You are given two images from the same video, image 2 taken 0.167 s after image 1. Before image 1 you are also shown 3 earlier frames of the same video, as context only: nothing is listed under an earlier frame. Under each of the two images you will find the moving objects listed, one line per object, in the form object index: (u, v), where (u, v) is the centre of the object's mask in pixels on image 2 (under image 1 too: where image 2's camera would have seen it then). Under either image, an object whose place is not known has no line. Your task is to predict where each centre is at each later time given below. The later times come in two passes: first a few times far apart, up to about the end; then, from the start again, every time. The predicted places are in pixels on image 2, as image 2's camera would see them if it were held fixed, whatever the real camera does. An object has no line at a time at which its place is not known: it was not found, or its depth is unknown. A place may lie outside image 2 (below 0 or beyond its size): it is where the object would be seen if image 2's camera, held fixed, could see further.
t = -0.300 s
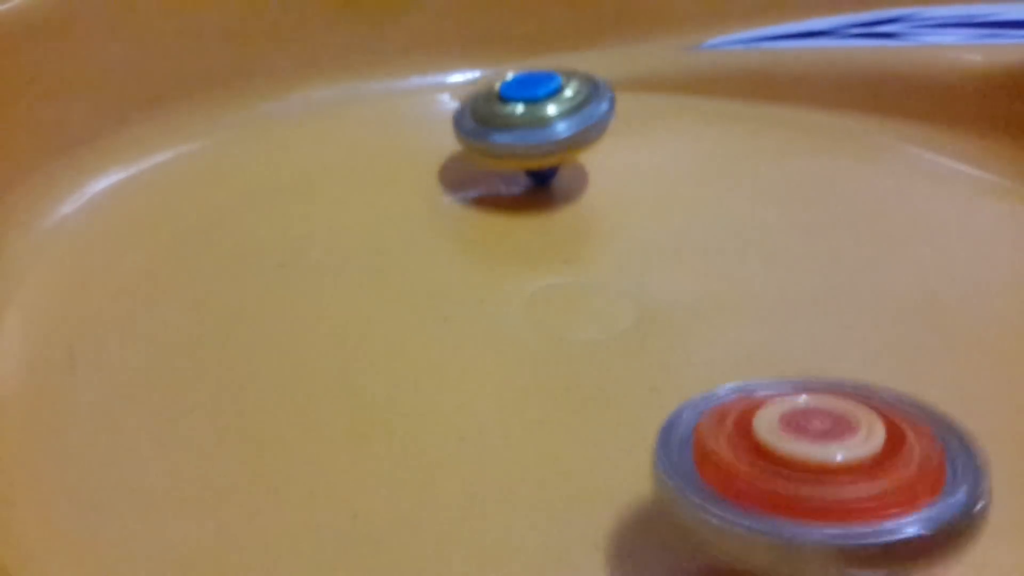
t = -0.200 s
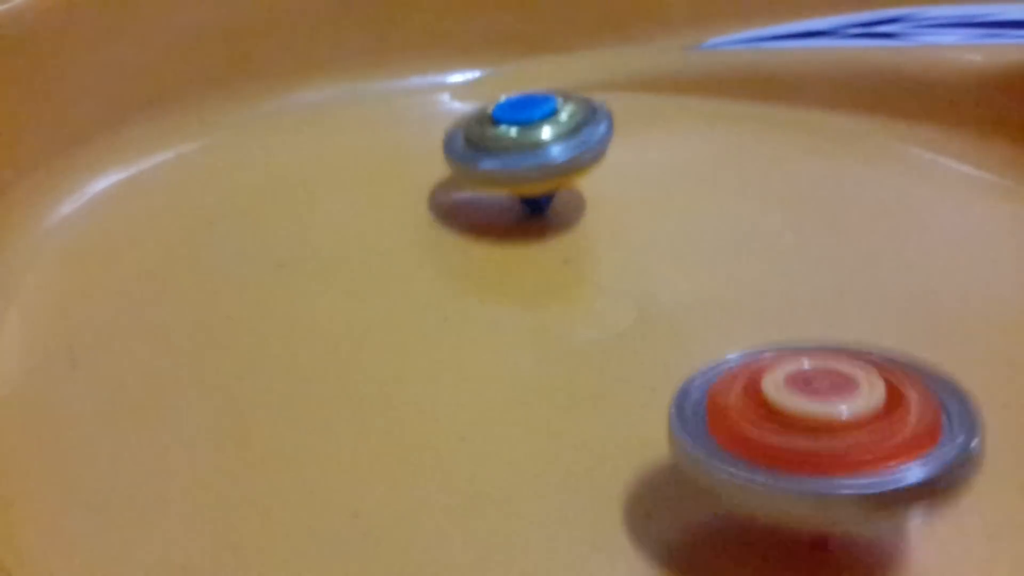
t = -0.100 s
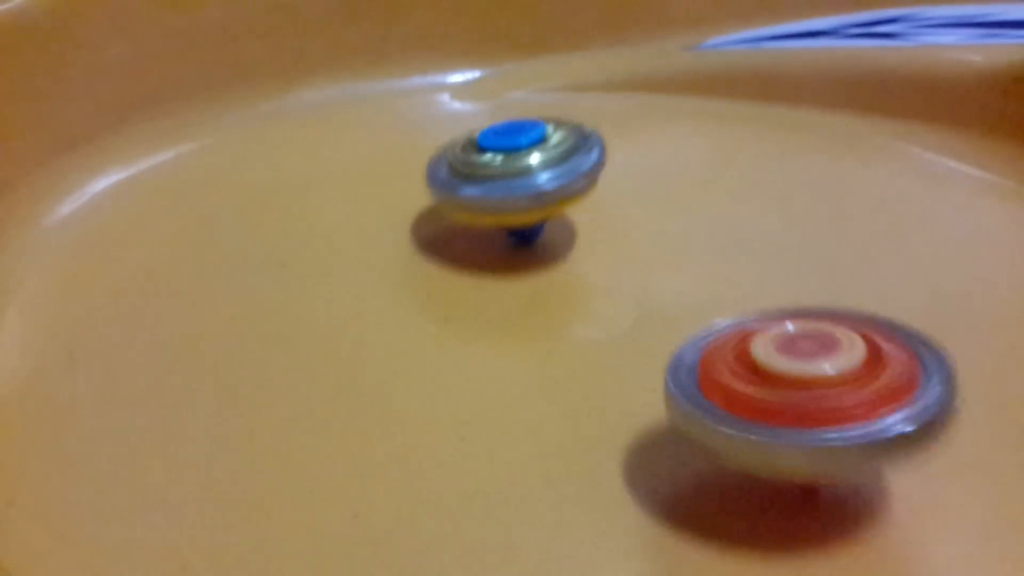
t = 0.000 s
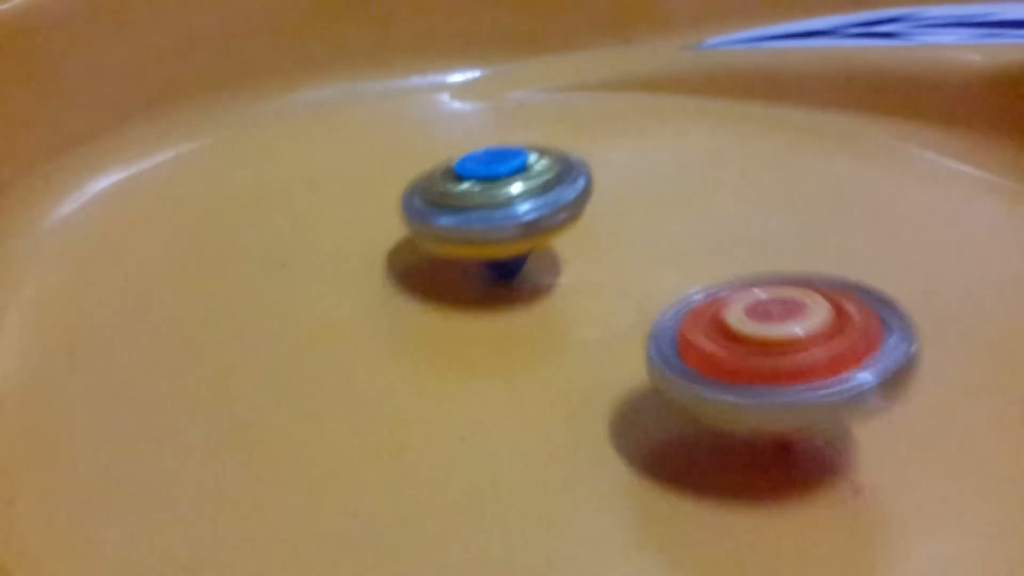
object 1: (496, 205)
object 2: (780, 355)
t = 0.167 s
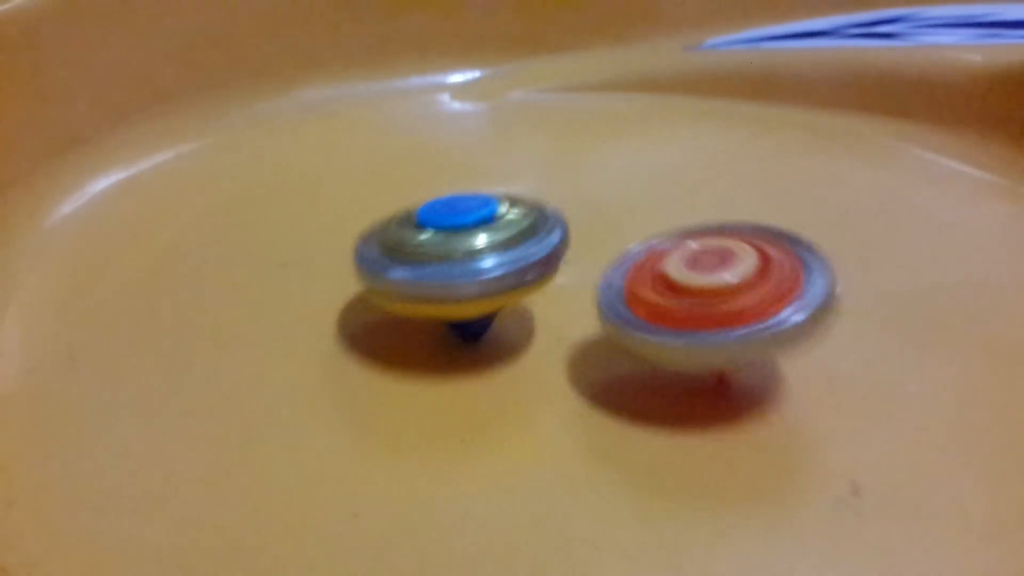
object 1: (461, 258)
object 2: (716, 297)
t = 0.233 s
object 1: (443, 277)
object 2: (691, 279)
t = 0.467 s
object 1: (364, 320)
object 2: (586, 226)
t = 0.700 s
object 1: (287, 330)
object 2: (499, 181)
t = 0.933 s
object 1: (259, 312)
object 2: (410, 158)
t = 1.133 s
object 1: (283, 288)
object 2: (337, 157)
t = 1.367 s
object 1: (371, 268)
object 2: (274, 168)
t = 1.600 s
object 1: (504, 268)
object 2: (291, 208)
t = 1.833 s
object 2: (394, 247)
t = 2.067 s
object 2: (529, 261)
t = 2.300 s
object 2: (650, 250)
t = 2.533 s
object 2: (724, 223)
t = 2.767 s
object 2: (753, 182)
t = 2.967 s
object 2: (729, 153)
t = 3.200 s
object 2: (672, 128)
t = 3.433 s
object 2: (595, 118)
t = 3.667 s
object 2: (482, 82)
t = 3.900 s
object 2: (421, 84)
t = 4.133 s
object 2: (392, 111)
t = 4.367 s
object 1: (638, 210)
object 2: (415, 154)
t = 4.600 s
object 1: (850, 242)
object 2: (254, 134)
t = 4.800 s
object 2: (237, 139)
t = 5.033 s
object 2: (300, 158)
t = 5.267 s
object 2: (405, 175)
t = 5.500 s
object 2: (516, 175)
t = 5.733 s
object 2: (608, 160)
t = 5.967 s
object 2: (587, 95)
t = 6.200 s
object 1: (712, 222)
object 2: (559, 68)
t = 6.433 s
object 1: (698, 201)
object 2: (503, 63)
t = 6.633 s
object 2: (463, 85)
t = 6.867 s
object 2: (462, 124)
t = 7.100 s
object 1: (718, 186)
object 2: (530, 163)
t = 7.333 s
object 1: (780, 196)
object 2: (555, 166)
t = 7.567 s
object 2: (556, 144)
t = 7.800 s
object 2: (559, 118)
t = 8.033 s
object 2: (542, 107)
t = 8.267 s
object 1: (665, 234)
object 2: (531, 116)
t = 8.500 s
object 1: (615, 236)
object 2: (543, 119)
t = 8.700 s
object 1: (598, 259)
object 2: (557, 104)
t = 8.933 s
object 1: (571, 262)
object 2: (578, 117)
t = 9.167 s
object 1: (555, 255)
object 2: (603, 140)
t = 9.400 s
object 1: (511, 279)
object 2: (658, 145)
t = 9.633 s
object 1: (471, 324)
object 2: (726, 120)
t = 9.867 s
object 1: (448, 329)
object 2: (752, 104)
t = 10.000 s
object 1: (452, 323)
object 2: (751, 99)
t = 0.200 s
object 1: (452, 268)
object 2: (702, 287)
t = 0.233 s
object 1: (443, 277)
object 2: (691, 279)
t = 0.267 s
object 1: (434, 284)
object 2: (676, 269)
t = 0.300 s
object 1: (425, 292)
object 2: (663, 261)
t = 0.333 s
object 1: (414, 298)
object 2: (647, 254)
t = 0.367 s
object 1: (402, 305)
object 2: (629, 249)
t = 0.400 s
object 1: (389, 311)
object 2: (611, 240)
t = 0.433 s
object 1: (377, 316)
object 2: (598, 233)
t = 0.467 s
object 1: (364, 320)
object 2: (586, 226)
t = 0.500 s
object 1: (351, 323)
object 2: (572, 219)
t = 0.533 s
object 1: (339, 326)
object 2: (557, 213)
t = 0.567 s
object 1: (327, 328)
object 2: (544, 205)
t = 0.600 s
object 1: (315, 330)
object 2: (534, 198)
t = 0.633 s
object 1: (303, 330)
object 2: (523, 193)
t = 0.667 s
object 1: (294, 330)
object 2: (512, 186)
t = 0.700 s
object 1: (287, 330)
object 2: (499, 181)
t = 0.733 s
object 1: (278, 328)
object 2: (487, 176)
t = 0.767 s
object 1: (272, 326)
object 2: (475, 172)
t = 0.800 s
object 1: (267, 325)
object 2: (461, 168)
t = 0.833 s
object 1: (264, 322)
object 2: (449, 165)
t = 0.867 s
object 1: (261, 320)
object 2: (436, 162)
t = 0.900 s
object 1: (260, 316)
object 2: (422, 160)
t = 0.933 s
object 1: (259, 312)
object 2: (410, 158)
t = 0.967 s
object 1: (259, 309)
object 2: (398, 156)
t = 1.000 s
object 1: (263, 305)
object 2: (385, 157)
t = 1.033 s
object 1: (265, 301)
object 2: (372, 158)
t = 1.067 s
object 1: (269, 296)
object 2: (361, 155)
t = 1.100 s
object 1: (275, 293)
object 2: (349, 157)
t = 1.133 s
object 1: (283, 288)
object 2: (337, 157)
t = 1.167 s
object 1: (292, 284)
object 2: (327, 157)
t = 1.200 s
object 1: (301, 279)
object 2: (318, 157)
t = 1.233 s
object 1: (312, 273)
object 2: (309, 156)
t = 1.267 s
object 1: (326, 273)
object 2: (299, 159)
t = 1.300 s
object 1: (340, 270)
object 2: (290, 162)
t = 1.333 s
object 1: (356, 270)
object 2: (282, 164)
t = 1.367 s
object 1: (371, 268)
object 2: (274, 168)
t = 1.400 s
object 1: (388, 267)
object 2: (268, 173)
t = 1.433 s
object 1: (406, 266)
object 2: (267, 180)
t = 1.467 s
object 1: (425, 265)
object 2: (268, 185)
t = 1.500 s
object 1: (444, 264)
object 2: (270, 192)
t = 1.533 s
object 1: (464, 264)
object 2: (274, 197)
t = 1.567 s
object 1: (483, 265)
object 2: (281, 203)
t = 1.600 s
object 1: (504, 268)
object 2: (291, 208)
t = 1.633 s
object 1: (527, 270)
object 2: (302, 214)
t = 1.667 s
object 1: (550, 275)
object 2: (315, 221)
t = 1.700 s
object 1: (577, 278)
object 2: (329, 226)
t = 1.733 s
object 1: (601, 278)
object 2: (345, 232)
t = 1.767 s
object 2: (362, 238)
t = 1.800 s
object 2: (378, 242)
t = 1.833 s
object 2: (394, 247)
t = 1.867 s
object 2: (411, 251)
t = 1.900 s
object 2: (429, 254)
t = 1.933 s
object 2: (447, 256)
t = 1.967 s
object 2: (468, 259)
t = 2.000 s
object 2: (488, 260)
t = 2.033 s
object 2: (508, 261)
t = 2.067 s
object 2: (529, 261)
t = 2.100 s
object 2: (549, 261)
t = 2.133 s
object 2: (567, 261)
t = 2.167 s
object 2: (587, 257)
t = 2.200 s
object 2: (605, 256)
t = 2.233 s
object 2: (623, 254)
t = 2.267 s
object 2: (638, 254)
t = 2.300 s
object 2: (650, 250)
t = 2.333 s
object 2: (662, 249)
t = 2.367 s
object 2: (674, 244)
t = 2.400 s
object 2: (686, 241)
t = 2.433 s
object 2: (697, 237)
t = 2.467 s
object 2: (707, 233)
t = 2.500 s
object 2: (717, 228)
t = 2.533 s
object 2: (724, 223)
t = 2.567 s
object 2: (731, 217)
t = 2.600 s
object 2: (739, 211)
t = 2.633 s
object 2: (743, 205)
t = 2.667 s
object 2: (748, 199)
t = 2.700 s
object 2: (751, 194)
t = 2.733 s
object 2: (752, 188)
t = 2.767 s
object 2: (753, 182)
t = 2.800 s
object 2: (752, 176)
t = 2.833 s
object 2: (749, 171)
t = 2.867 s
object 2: (745, 166)
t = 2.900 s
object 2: (741, 162)
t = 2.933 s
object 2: (735, 157)
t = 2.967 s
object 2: (729, 153)
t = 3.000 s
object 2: (723, 148)
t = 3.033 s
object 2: (715, 145)
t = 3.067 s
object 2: (709, 140)
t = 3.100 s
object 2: (701, 136)
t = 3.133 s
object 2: (692, 133)
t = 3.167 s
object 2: (683, 131)
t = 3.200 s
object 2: (672, 128)
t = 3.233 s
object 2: (662, 125)
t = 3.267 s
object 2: (652, 124)
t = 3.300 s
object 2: (641, 124)
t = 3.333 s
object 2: (630, 122)
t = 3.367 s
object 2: (620, 121)
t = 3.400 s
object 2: (606, 120)
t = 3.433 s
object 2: (595, 118)
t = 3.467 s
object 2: (582, 118)
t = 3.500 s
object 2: (563, 113)
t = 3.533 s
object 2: (543, 102)
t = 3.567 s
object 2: (523, 93)
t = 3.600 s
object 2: (506, 87)
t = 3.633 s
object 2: (492, 85)
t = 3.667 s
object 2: (482, 82)
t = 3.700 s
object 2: (472, 82)
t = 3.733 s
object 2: (462, 81)
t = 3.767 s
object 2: (454, 81)
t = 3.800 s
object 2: (445, 81)
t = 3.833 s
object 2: (436, 82)
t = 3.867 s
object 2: (429, 83)
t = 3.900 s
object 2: (421, 84)
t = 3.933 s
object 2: (414, 86)
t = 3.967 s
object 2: (407, 89)
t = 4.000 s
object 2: (401, 92)
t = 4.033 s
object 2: (398, 97)
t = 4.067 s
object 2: (395, 101)
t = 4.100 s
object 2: (393, 106)
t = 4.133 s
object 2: (392, 111)
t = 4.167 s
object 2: (391, 117)
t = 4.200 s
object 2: (392, 123)
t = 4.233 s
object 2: (393, 130)
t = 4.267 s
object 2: (396, 134)
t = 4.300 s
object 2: (402, 142)
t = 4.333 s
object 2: (408, 149)
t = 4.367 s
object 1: (638, 210)
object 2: (415, 154)
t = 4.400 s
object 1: (631, 209)
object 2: (424, 161)
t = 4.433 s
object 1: (624, 208)
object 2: (434, 167)
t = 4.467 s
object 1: (656, 215)
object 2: (414, 165)
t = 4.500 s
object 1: (720, 223)
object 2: (357, 154)
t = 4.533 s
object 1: (780, 232)
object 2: (312, 143)
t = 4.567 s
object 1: (823, 237)
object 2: (276, 136)
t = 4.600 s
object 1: (850, 242)
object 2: (254, 134)
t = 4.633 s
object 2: (240, 132)
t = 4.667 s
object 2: (234, 132)
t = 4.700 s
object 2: (231, 133)
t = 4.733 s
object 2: (231, 135)
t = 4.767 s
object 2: (233, 136)
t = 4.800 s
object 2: (237, 139)
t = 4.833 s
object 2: (241, 141)
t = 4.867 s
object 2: (248, 144)
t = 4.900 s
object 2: (256, 146)
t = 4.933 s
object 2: (265, 149)
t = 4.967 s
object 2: (276, 153)
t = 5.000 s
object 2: (288, 155)
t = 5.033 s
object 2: (300, 158)
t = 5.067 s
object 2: (314, 161)
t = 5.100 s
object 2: (328, 164)
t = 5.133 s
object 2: (343, 167)
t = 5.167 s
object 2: (359, 169)
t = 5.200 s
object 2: (373, 171)
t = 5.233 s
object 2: (388, 172)
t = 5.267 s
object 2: (405, 175)
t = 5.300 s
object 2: (421, 175)
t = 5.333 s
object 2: (436, 177)
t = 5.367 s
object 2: (452, 177)
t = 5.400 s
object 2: (468, 177)
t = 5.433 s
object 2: (484, 177)
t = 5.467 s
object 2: (500, 177)
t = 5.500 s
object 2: (516, 175)
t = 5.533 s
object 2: (531, 174)
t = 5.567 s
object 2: (546, 173)
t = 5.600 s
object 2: (561, 171)
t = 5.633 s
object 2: (574, 169)
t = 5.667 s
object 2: (587, 167)
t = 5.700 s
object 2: (599, 165)
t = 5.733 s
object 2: (608, 160)
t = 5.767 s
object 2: (611, 154)
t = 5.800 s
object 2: (602, 140)
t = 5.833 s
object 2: (594, 125)
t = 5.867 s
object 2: (589, 115)
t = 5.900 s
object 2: (588, 106)
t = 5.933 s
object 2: (586, 100)
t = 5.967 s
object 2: (587, 95)
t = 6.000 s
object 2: (586, 90)
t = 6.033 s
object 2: (584, 86)
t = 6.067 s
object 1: (722, 237)
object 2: (581, 81)
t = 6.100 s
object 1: (720, 234)
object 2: (576, 77)
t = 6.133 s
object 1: (717, 230)
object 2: (571, 74)
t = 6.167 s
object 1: (715, 226)
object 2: (565, 69)
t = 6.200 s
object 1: (712, 222)
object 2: (559, 68)
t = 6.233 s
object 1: (709, 218)
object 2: (552, 64)
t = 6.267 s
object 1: (706, 215)
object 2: (544, 63)
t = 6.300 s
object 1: (703, 211)
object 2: (536, 62)
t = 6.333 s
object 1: (701, 208)
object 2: (528, 62)
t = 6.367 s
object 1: (700, 206)
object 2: (520, 61)
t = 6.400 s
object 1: (699, 204)
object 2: (511, 62)
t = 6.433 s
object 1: (698, 201)
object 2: (503, 63)
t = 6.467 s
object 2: (496, 65)
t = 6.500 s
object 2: (488, 68)
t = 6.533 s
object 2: (480, 72)
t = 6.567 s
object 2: (473, 76)
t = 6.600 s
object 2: (468, 80)
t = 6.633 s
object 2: (463, 85)
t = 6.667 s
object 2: (459, 90)
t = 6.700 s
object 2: (457, 96)
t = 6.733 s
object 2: (456, 101)
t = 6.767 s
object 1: (709, 187)
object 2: (455, 106)
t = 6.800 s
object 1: (710, 187)
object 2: (456, 112)
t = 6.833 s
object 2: (459, 117)
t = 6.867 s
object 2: (462, 124)
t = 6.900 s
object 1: (716, 185)
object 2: (467, 129)
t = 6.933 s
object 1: (716, 185)
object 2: (475, 136)
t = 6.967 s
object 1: (716, 185)
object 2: (484, 142)
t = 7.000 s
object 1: (716, 185)
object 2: (494, 148)
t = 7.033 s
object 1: (716, 185)
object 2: (506, 153)
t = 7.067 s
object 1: (716, 185)
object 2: (520, 158)
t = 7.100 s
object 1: (718, 186)
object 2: (530, 163)
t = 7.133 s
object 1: (745, 188)
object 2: (519, 160)
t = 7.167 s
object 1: (763, 190)
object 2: (509, 161)
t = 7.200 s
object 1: (771, 191)
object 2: (509, 162)
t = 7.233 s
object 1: (774, 192)
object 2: (515, 163)
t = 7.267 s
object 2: (526, 164)
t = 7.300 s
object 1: (779, 194)
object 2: (542, 166)
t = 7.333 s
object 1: (780, 196)
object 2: (555, 166)
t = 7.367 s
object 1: (780, 198)
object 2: (569, 167)
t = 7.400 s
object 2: (583, 167)
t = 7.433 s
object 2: (595, 167)
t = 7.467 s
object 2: (587, 160)
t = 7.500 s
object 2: (571, 153)
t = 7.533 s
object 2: (562, 148)
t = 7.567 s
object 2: (556, 144)
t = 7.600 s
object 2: (556, 140)
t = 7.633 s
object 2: (558, 137)
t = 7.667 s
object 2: (559, 133)
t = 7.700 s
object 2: (559, 128)
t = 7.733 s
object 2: (561, 125)
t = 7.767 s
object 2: (560, 122)
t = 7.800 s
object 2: (559, 118)
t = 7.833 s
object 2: (558, 116)
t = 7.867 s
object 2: (556, 114)
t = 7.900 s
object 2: (553, 111)
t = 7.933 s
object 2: (550, 110)
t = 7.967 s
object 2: (547, 109)
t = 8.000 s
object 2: (545, 107)
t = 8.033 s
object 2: (542, 107)
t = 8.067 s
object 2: (539, 107)
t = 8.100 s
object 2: (536, 107)
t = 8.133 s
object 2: (534, 108)
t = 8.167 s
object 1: (706, 245)
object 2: (532, 109)
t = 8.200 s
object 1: (692, 242)
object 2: (531, 112)
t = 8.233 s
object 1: (678, 238)
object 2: (531, 114)
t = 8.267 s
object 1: (665, 234)
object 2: (531, 116)
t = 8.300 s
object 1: (651, 229)
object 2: (532, 120)
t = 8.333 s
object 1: (635, 223)
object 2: (534, 122)
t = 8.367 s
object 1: (626, 220)
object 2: (537, 125)
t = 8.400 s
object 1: (619, 217)
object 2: (539, 126)
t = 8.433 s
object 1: (617, 217)
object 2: (540, 127)
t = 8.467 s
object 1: (613, 222)
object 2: (542, 126)
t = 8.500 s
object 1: (615, 236)
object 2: (543, 119)
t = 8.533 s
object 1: (615, 248)
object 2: (544, 112)
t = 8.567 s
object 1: (612, 253)
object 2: (544, 109)
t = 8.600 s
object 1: (608, 256)
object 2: (547, 106)
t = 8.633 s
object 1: (606, 257)
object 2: (549, 105)
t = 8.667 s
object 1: (602, 258)
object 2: (553, 104)
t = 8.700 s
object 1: (598, 259)
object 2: (557, 104)
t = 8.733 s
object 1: (595, 260)
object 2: (560, 105)
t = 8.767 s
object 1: (591, 261)
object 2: (563, 105)
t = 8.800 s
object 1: (587, 261)
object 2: (566, 106)
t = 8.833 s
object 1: (584, 262)
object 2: (570, 110)
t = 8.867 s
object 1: (580, 262)
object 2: (573, 112)
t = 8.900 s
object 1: (576, 262)
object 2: (576, 113)
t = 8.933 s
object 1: (571, 262)
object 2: (578, 117)
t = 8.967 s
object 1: (569, 262)
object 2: (580, 119)
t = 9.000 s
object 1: (567, 261)
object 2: (582, 122)
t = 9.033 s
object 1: (566, 261)
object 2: (585, 126)
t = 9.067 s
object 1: (564, 260)
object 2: (590, 129)
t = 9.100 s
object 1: (561, 259)
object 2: (593, 132)
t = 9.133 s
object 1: (558, 257)
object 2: (598, 136)
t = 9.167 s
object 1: (555, 255)
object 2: (603, 140)
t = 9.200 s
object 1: (554, 253)
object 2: (607, 144)
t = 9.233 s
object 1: (552, 251)
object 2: (612, 147)
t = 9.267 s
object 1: (551, 250)
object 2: (618, 151)
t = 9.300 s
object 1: (549, 248)
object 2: (621, 154)
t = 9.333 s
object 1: (549, 246)
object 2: (626, 157)
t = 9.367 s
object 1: (530, 259)
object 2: (638, 159)
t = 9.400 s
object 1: (511, 279)
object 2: (658, 145)
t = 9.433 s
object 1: (499, 293)
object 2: (676, 137)
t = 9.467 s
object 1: (492, 301)
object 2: (689, 131)
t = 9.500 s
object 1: (488, 307)
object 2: (697, 128)
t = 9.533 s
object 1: (485, 312)
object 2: (705, 126)
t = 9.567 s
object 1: (481, 317)
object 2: (712, 124)
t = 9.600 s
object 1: (476, 321)
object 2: (718, 122)
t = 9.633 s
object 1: (471, 324)
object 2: (726, 120)
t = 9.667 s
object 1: (467, 327)
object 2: (731, 118)
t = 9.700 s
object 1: (462, 328)
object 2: (737, 115)
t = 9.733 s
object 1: (459, 330)
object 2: (743, 113)
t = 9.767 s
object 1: (455, 329)
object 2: (746, 111)
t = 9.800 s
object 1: (452, 330)
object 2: (749, 108)
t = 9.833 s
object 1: (450, 329)
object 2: (751, 106)
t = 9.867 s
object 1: (448, 329)
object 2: (752, 104)
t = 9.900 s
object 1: (447, 328)
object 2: (754, 102)
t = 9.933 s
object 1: (448, 326)
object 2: (754, 101)
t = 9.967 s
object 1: (449, 324)
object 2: (753, 99)
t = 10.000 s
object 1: (452, 323)
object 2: (751, 99)
